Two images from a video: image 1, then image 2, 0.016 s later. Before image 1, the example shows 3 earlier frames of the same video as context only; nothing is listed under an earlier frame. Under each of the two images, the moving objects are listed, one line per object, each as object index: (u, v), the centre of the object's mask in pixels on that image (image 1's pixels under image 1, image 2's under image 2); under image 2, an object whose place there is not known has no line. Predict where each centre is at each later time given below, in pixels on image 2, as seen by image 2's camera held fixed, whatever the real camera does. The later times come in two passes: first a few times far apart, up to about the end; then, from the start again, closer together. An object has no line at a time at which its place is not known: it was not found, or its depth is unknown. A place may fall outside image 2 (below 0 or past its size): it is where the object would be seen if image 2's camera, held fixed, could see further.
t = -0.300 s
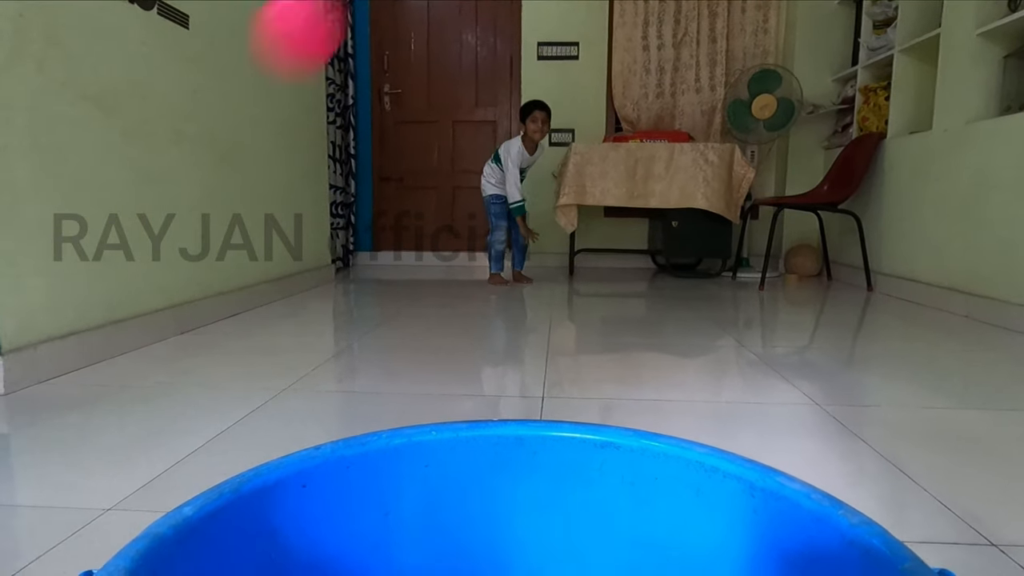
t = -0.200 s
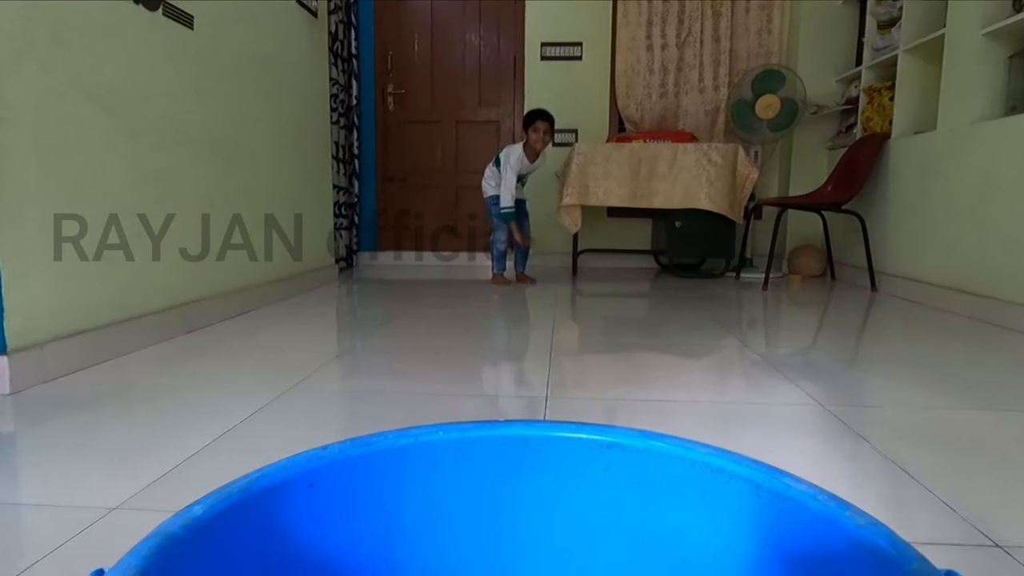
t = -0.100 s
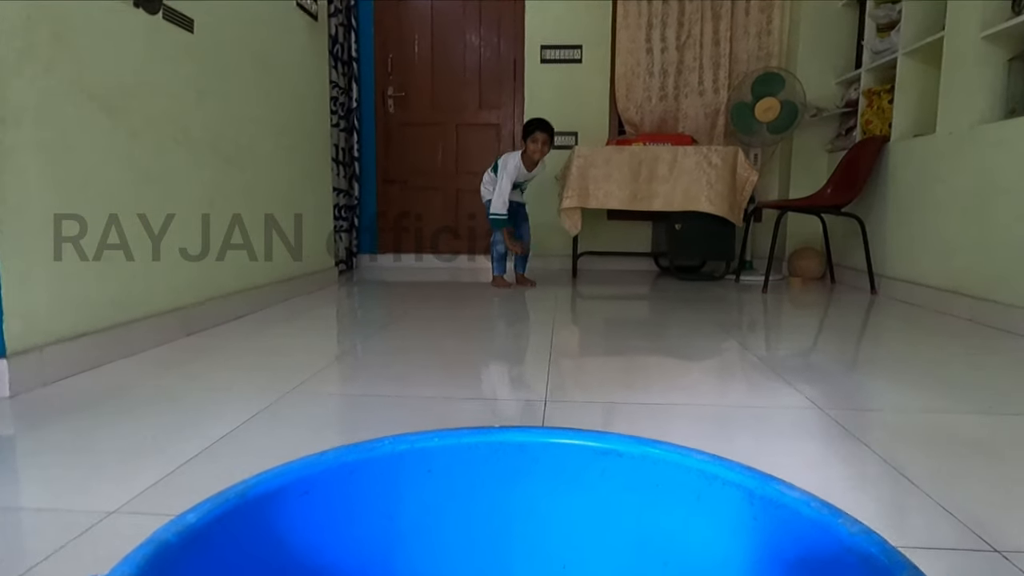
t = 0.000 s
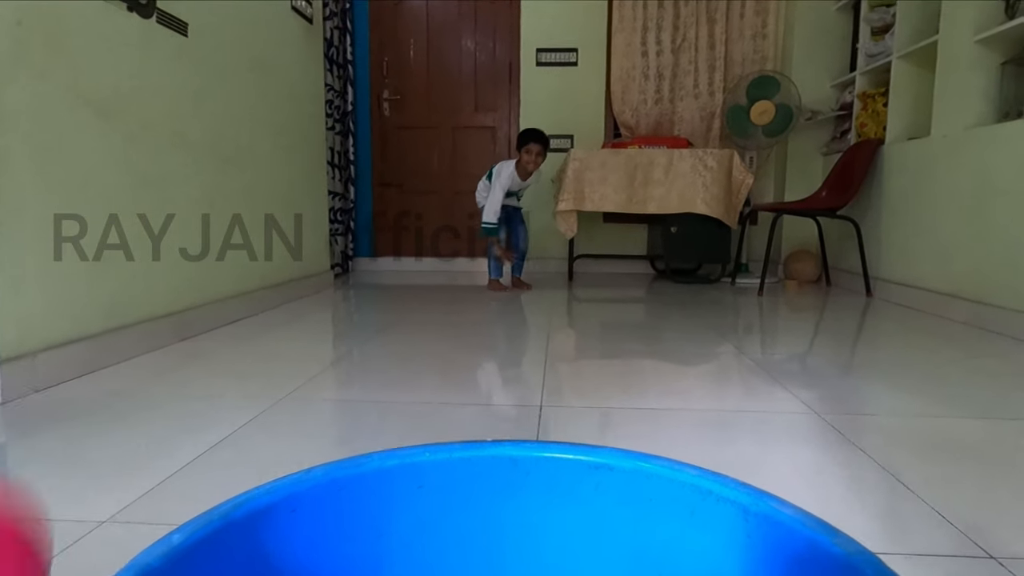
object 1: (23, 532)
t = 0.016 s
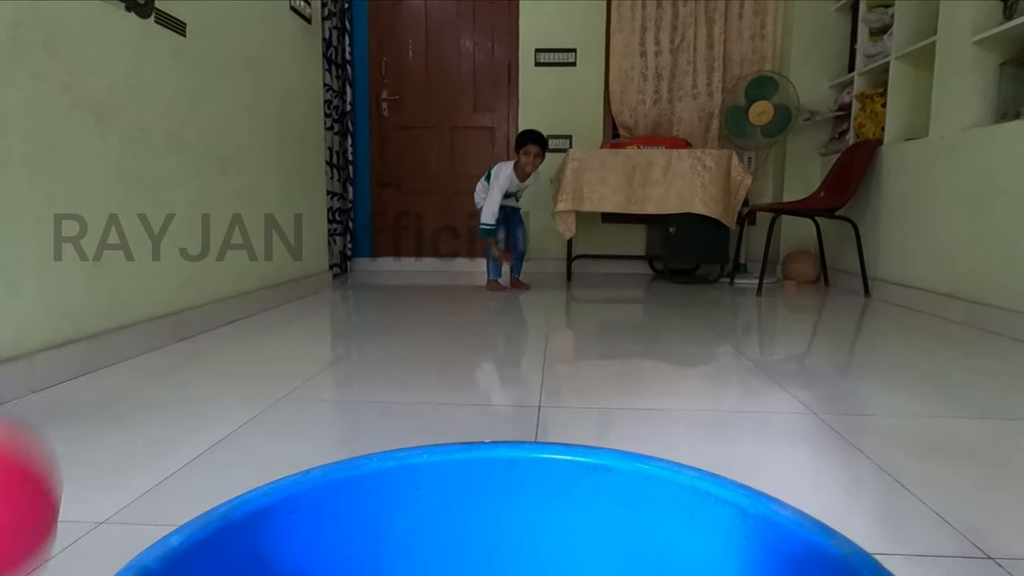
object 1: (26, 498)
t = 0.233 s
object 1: (101, 379)
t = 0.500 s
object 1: (221, 412)
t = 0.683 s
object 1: (281, 332)
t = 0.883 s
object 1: (321, 422)
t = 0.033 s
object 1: (31, 457)
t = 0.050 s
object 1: (36, 417)
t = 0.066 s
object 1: (43, 383)
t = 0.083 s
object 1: (47, 359)
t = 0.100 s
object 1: (53, 341)
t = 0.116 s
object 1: (59, 328)
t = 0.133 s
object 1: (62, 320)
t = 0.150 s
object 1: (71, 319)
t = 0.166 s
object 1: (77, 324)
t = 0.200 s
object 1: (89, 345)
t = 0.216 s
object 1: (94, 361)
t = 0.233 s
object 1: (101, 379)
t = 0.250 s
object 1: (107, 398)
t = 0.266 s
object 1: (116, 420)
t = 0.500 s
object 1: (221, 412)
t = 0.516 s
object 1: (227, 392)
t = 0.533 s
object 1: (233, 375)
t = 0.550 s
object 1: (240, 361)
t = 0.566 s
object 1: (246, 349)
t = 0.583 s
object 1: (251, 341)
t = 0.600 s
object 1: (257, 334)
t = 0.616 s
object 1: (262, 330)
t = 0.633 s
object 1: (268, 328)
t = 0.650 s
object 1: (272, 327)
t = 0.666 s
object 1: (277, 329)
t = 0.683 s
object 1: (281, 332)
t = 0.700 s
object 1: (285, 337)
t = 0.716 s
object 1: (289, 344)
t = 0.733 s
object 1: (293, 352)
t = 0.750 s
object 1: (298, 362)
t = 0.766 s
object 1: (303, 374)
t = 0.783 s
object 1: (306, 386)
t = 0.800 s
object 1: (310, 400)
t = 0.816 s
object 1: (313, 415)
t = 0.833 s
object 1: (317, 431)
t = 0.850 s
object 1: (319, 440)
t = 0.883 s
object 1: (321, 422)
